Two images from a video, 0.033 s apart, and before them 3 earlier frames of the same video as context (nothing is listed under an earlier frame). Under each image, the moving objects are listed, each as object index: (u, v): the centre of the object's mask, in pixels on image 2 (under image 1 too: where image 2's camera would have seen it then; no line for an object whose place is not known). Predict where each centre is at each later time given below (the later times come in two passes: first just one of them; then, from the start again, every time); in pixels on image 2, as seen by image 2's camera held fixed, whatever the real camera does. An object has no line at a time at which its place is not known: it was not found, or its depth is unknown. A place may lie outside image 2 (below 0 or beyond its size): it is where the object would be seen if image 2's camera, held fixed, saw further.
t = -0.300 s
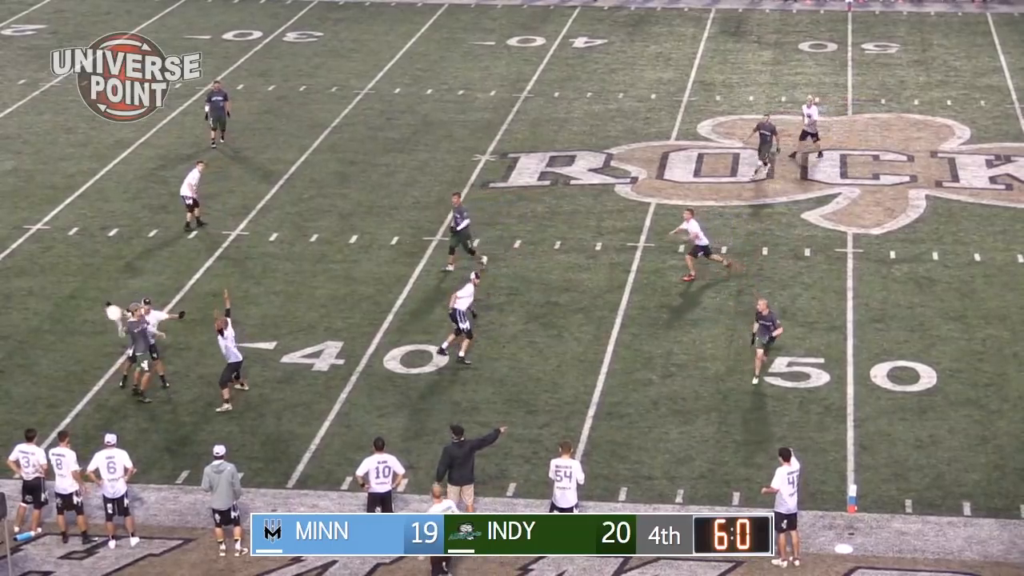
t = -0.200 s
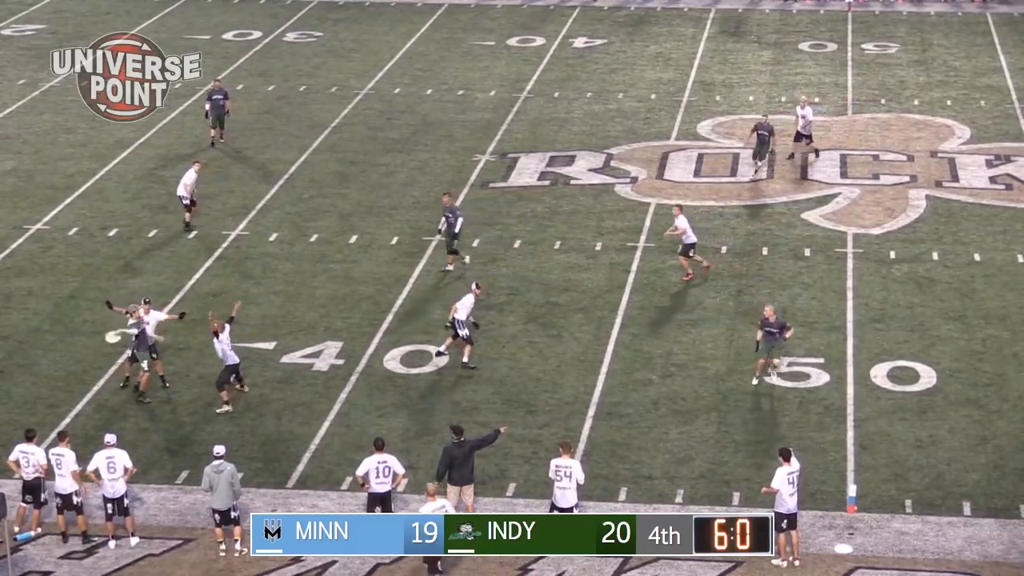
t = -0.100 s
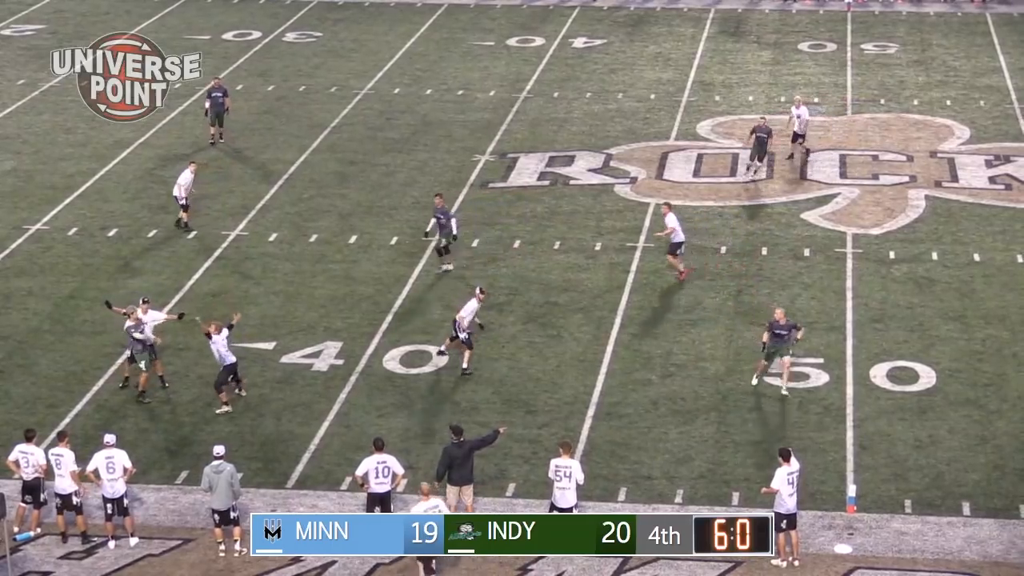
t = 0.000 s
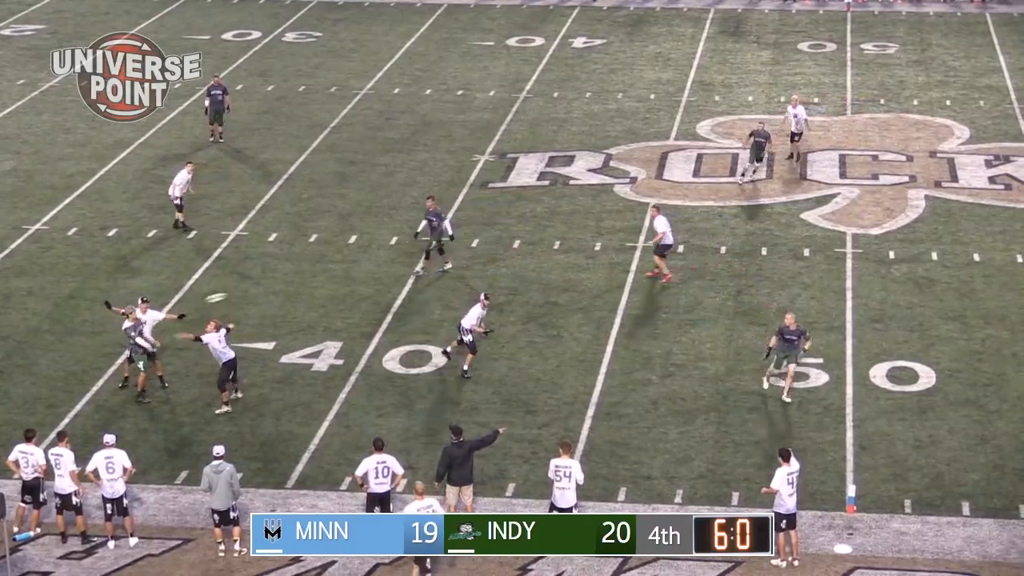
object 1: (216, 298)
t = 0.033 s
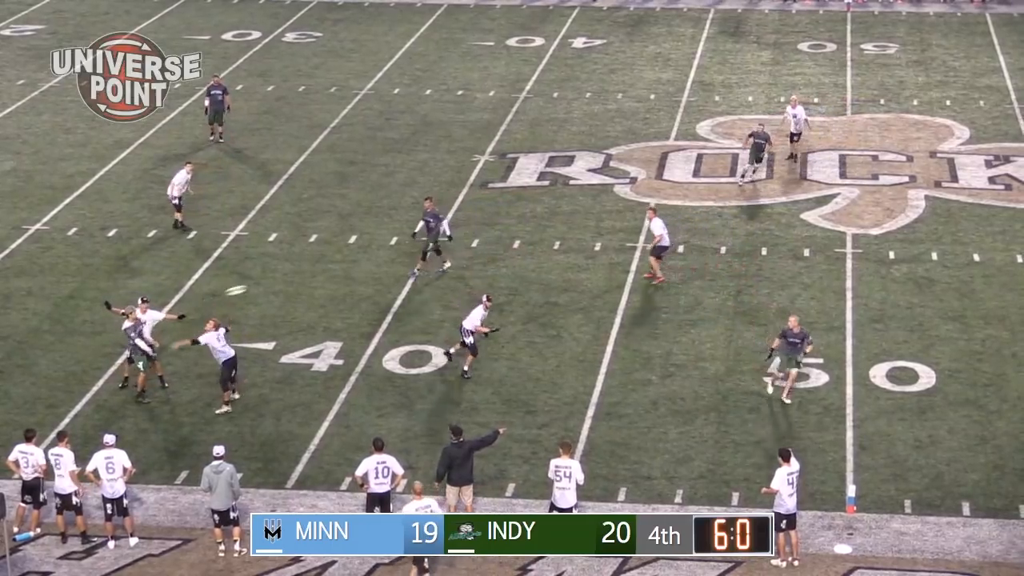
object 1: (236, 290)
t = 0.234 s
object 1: (355, 256)
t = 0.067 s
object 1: (256, 283)
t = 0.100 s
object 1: (276, 277)
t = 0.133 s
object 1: (296, 271)
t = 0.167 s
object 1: (315, 265)
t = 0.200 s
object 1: (336, 260)
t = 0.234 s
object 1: (355, 256)
